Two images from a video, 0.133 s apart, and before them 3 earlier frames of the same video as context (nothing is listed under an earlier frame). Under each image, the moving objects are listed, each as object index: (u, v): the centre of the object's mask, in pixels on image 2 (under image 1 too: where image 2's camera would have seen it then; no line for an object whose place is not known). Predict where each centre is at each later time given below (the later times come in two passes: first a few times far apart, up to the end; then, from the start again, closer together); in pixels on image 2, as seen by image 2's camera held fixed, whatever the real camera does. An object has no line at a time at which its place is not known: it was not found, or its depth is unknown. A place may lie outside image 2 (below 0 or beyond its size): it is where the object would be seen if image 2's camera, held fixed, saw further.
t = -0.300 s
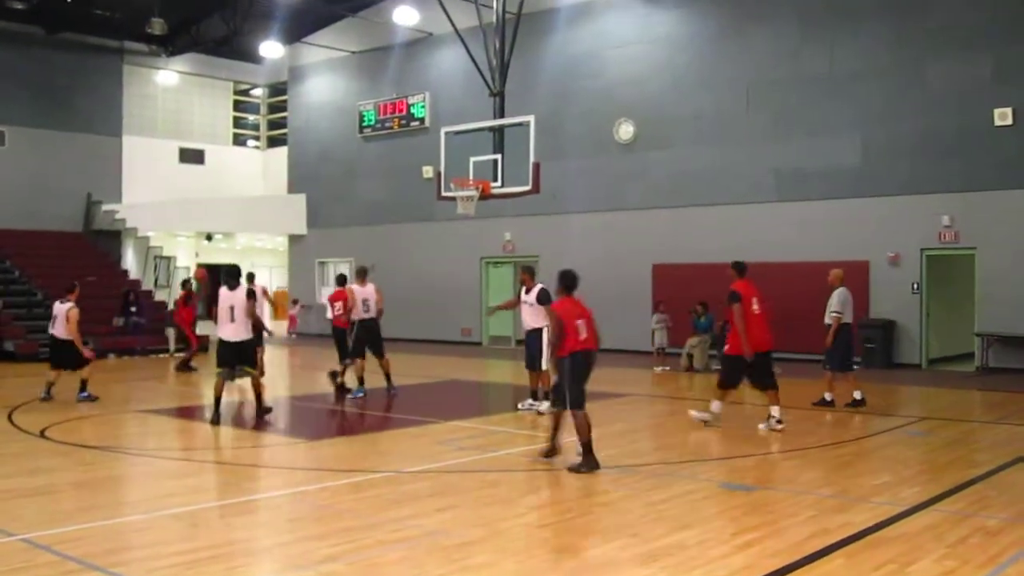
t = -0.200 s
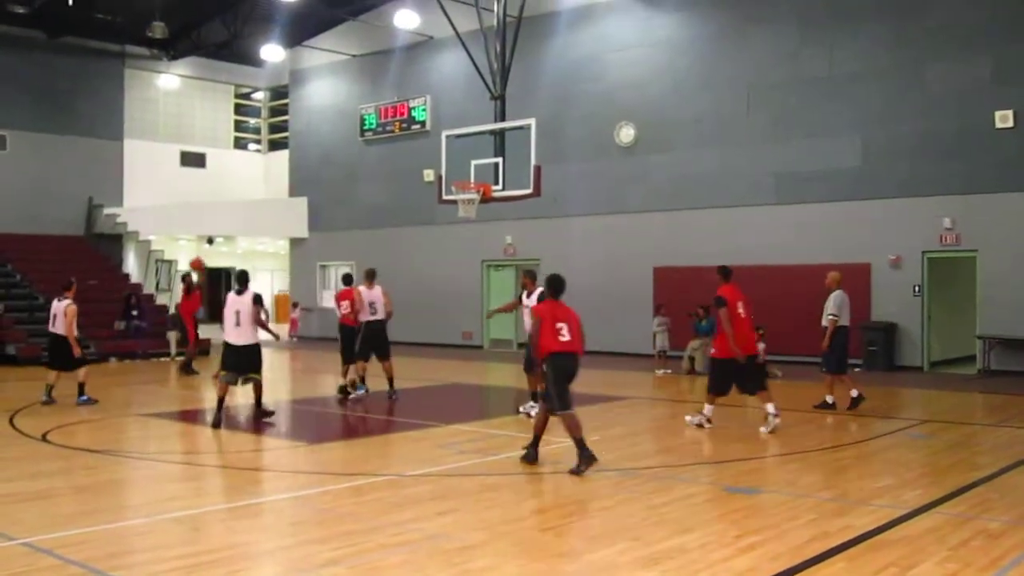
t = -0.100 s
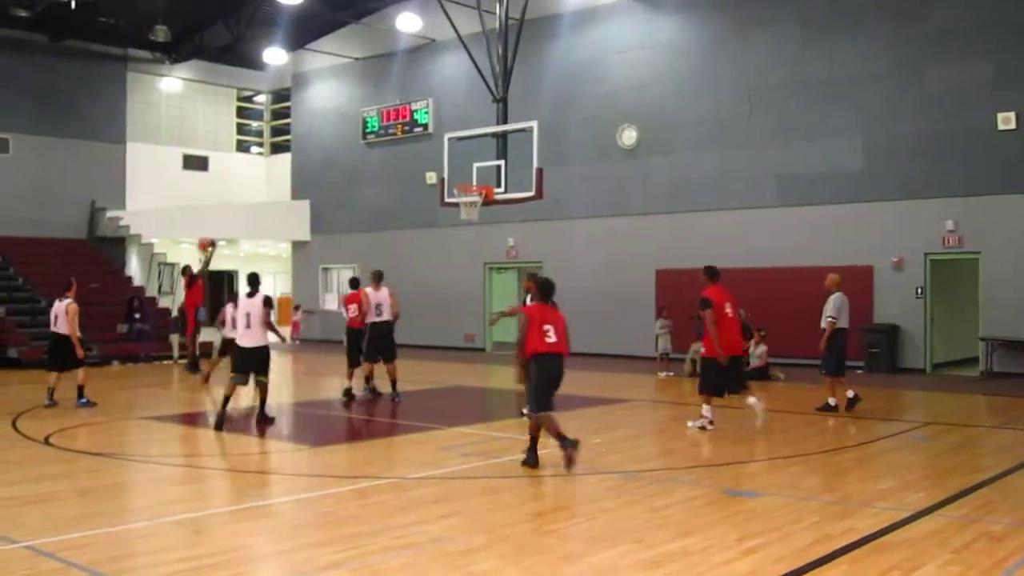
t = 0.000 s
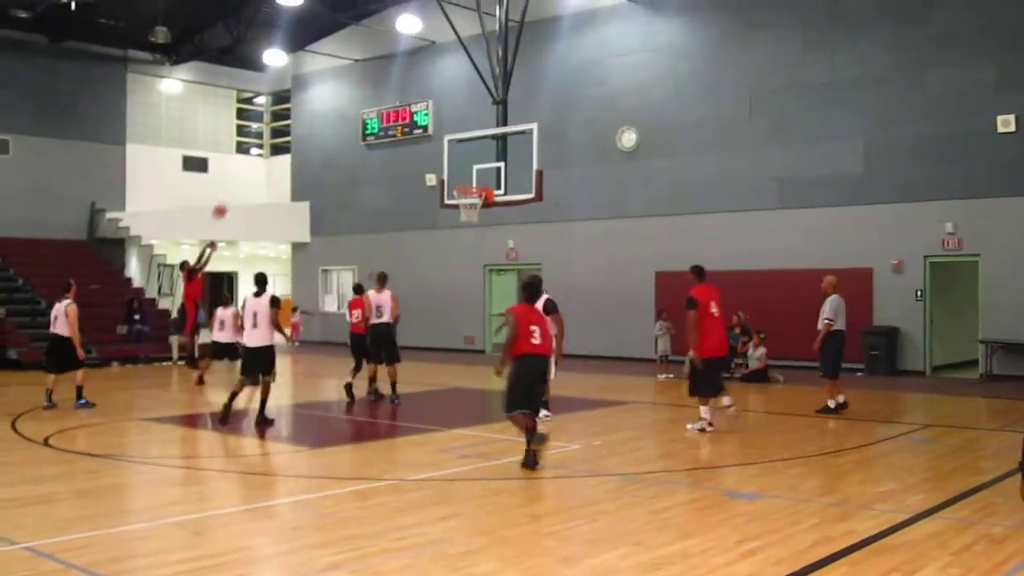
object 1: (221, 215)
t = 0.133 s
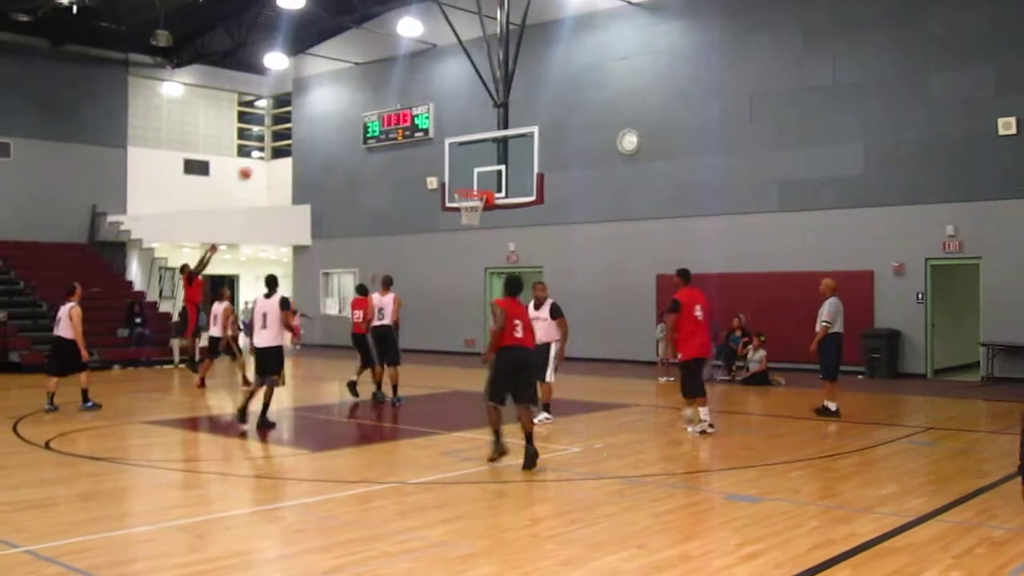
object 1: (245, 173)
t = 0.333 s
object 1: (283, 128)
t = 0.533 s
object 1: (323, 102)
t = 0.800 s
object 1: (379, 105)
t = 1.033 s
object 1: (433, 147)
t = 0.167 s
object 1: (250, 165)
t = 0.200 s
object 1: (256, 157)
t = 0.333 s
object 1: (283, 128)
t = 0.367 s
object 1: (288, 121)
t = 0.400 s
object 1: (295, 117)
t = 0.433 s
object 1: (302, 112)
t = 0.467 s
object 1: (309, 108)
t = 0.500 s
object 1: (316, 105)
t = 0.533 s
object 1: (323, 102)
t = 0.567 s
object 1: (329, 99)
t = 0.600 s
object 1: (336, 98)
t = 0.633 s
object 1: (343, 98)
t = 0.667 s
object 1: (351, 98)
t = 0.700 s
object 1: (358, 99)
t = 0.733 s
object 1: (365, 100)
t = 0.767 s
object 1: (372, 103)
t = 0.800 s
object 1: (379, 105)
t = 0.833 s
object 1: (386, 108)
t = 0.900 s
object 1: (401, 118)
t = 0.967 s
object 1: (417, 132)
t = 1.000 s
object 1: (427, 141)
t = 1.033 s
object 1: (433, 147)
